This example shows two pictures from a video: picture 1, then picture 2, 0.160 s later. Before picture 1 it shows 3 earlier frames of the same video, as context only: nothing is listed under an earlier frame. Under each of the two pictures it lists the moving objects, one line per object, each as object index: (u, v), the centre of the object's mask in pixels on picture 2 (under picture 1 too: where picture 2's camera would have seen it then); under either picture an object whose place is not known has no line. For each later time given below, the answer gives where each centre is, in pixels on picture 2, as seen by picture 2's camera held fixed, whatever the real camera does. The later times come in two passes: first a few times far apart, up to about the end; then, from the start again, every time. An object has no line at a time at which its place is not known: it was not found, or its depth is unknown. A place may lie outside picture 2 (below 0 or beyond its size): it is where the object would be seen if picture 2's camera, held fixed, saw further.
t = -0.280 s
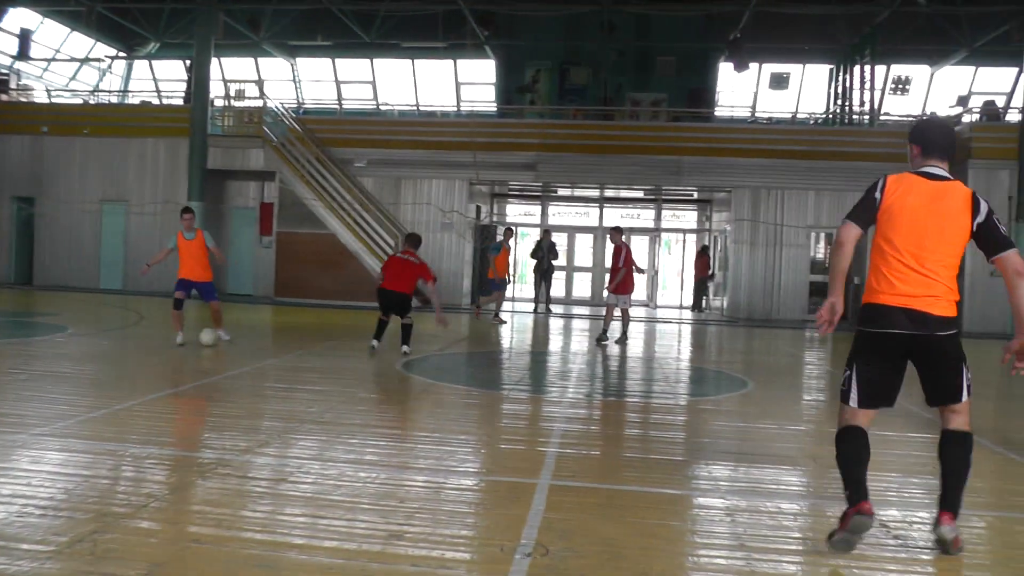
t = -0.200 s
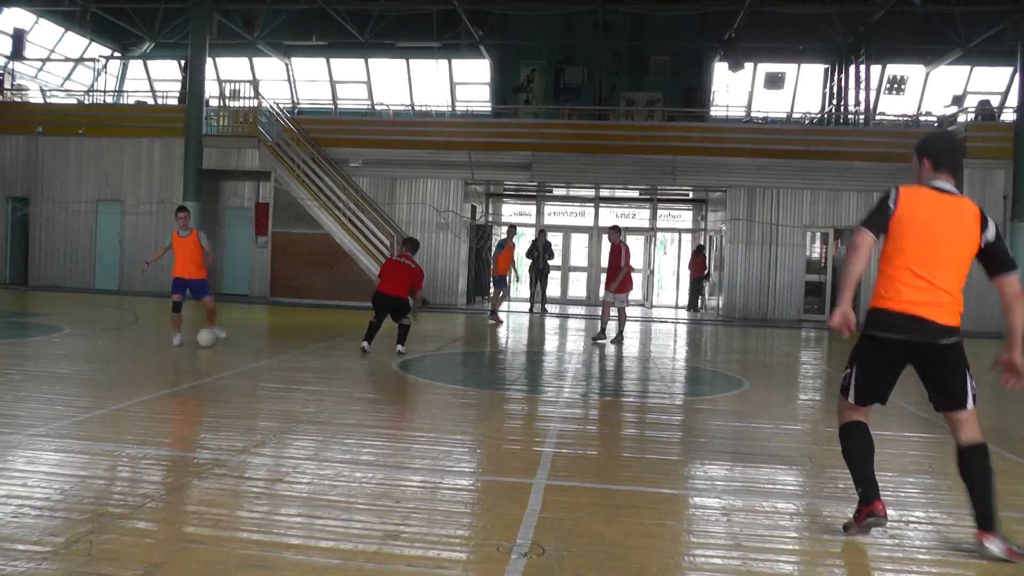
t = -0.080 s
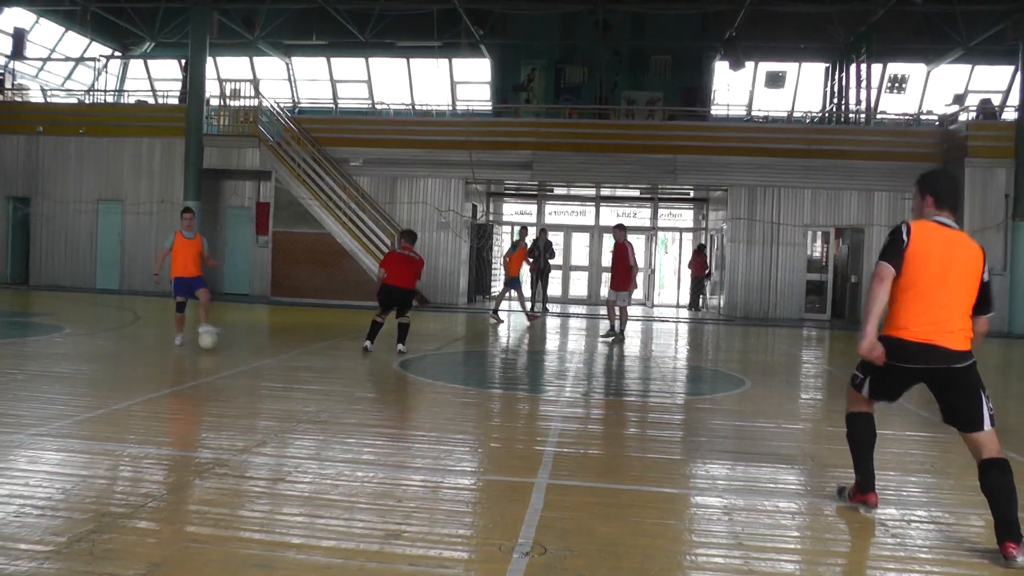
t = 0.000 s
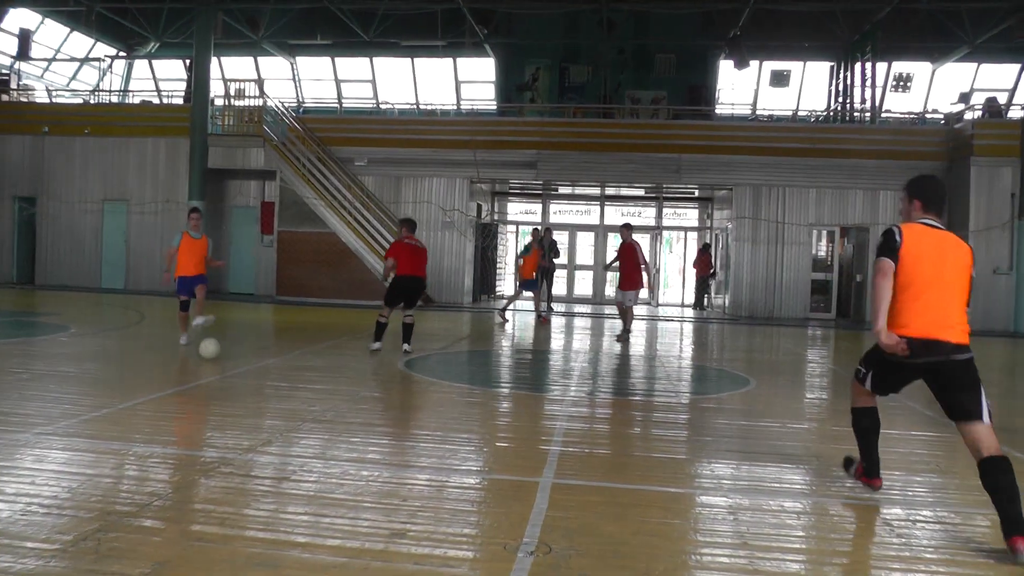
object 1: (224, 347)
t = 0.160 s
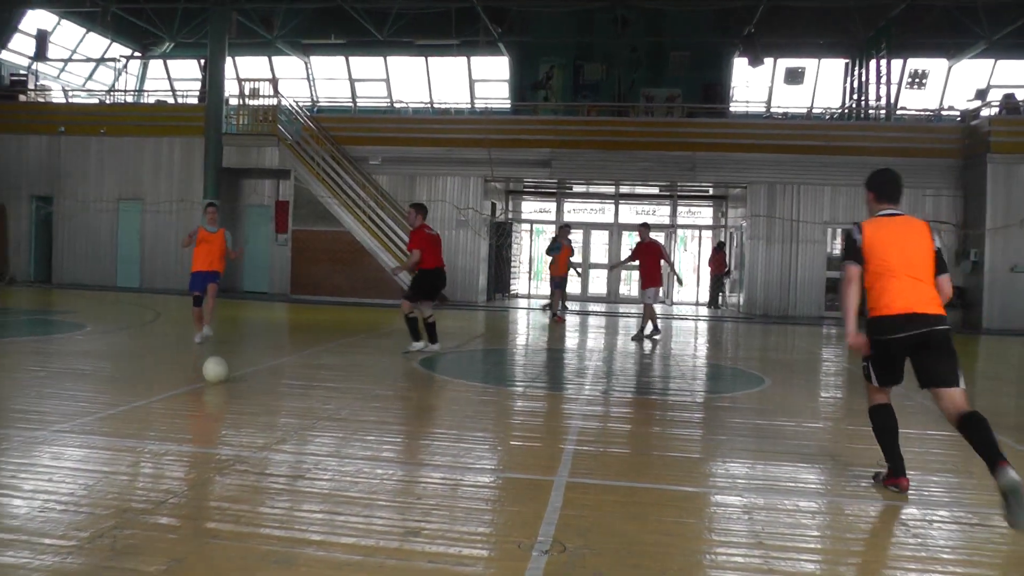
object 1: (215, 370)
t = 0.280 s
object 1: (206, 391)
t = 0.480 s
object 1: (182, 439)
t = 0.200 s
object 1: (213, 376)
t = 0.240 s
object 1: (209, 383)
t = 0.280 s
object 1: (206, 391)
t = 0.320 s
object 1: (202, 398)
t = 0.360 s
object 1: (198, 406)
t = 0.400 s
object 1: (193, 417)
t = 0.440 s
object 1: (188, 426)
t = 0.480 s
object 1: (182, 439)
